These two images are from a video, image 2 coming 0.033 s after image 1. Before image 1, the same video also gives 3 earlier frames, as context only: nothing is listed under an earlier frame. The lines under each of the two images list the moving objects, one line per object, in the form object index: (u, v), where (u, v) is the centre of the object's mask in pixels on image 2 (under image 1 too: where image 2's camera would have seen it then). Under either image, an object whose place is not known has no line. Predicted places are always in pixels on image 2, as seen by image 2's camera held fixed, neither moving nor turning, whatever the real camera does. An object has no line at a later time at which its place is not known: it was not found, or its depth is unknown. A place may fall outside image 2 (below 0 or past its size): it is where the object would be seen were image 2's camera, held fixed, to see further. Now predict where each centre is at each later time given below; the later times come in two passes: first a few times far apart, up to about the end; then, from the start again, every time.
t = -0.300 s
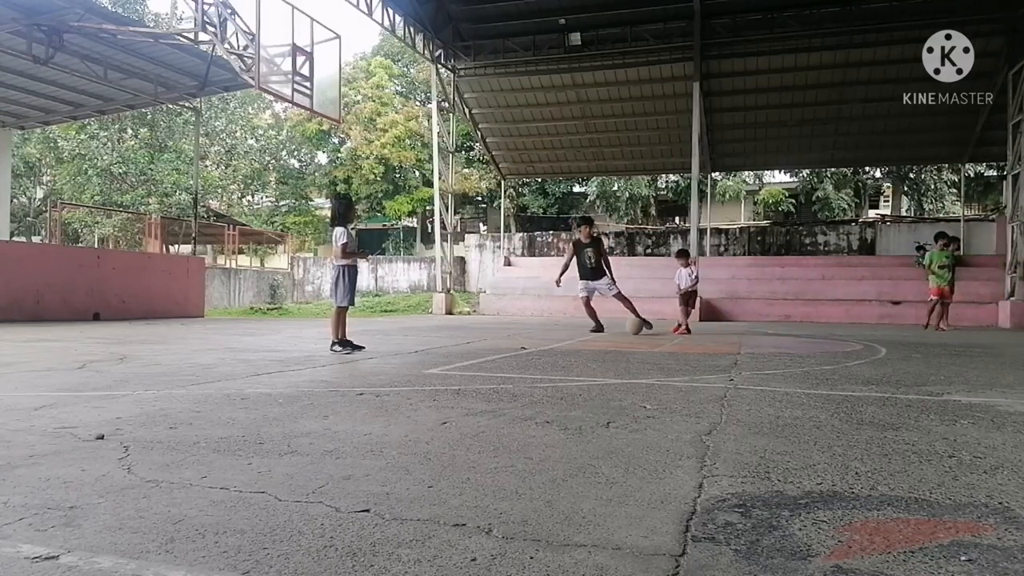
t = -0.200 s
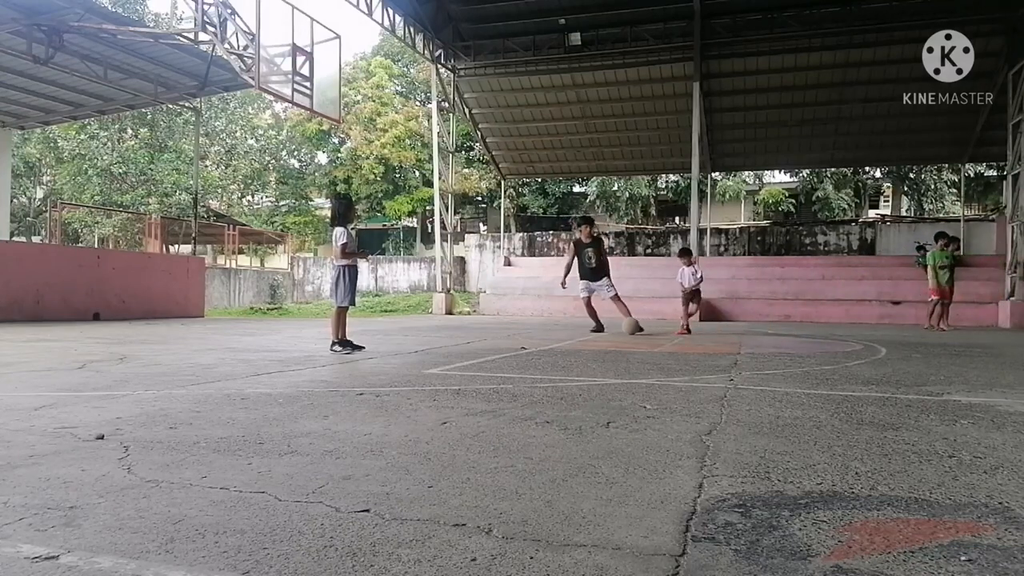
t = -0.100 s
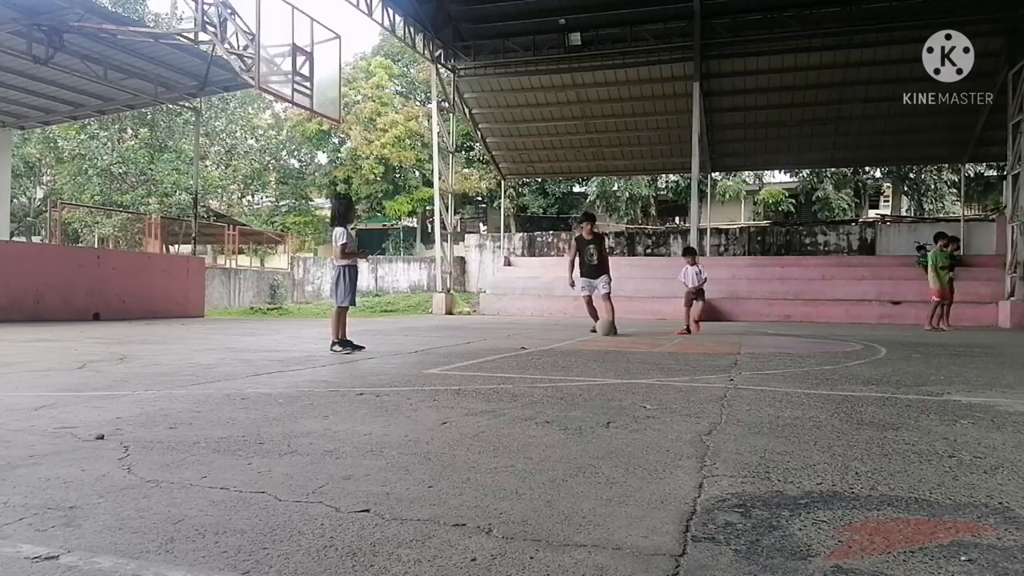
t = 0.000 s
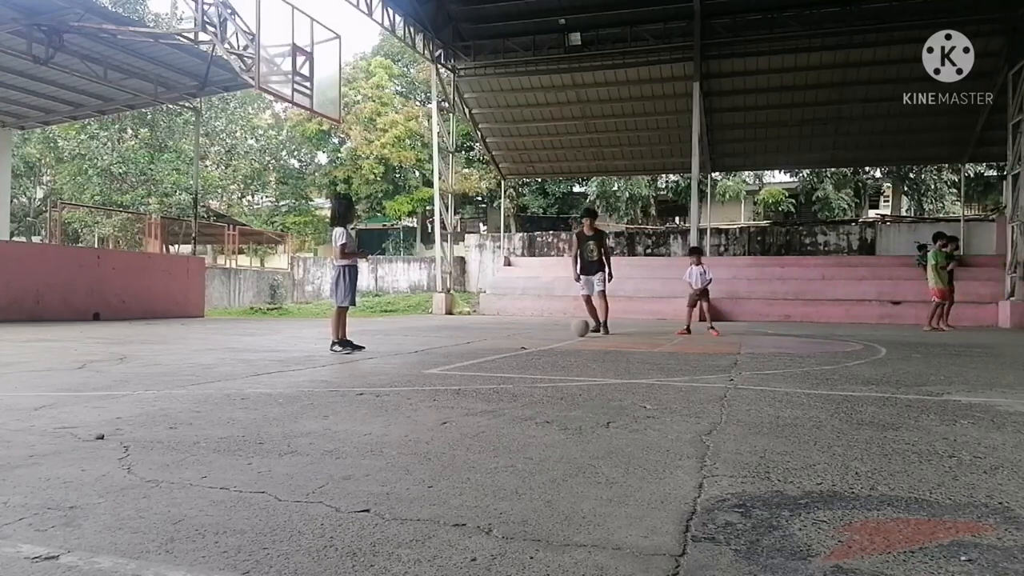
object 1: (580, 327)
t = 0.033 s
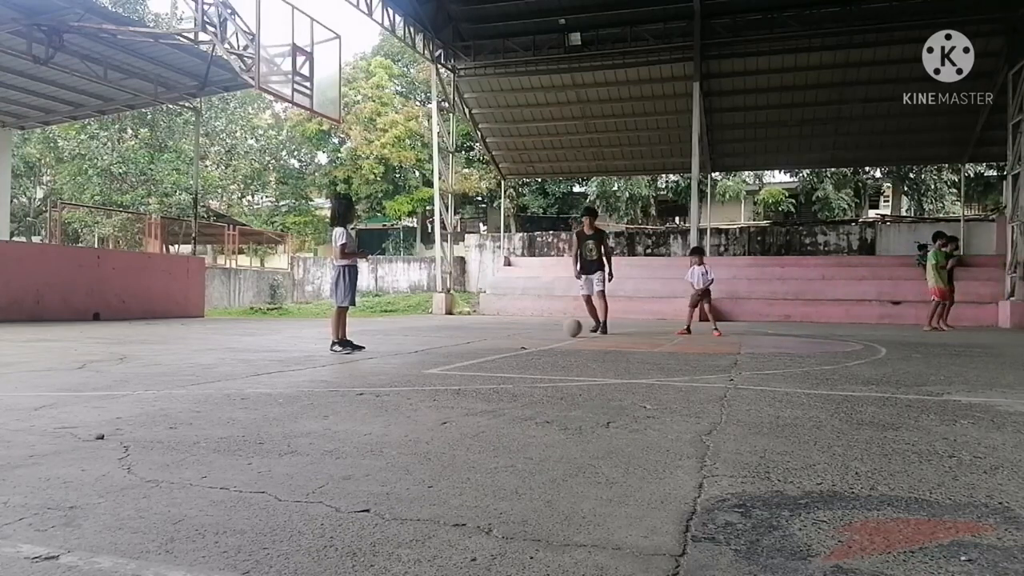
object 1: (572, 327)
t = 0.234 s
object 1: (531, 328)
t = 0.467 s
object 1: (486, 331)
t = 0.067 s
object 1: (565, 328)
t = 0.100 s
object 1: (557, 328)
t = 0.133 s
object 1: (550, 328)
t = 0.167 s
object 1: (543, 329)
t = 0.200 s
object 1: (537, 329)
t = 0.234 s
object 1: (531, 328)
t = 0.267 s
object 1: (525, 328)
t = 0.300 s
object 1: (518, 329)
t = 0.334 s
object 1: (512, 330)
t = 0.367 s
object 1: (506, 329)
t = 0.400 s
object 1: (499, 330)
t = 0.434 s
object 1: (493, 330)
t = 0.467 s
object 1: (486, 331)
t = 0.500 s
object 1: (479, 331)
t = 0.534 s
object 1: (472, 331)
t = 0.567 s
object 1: (466, 333)
